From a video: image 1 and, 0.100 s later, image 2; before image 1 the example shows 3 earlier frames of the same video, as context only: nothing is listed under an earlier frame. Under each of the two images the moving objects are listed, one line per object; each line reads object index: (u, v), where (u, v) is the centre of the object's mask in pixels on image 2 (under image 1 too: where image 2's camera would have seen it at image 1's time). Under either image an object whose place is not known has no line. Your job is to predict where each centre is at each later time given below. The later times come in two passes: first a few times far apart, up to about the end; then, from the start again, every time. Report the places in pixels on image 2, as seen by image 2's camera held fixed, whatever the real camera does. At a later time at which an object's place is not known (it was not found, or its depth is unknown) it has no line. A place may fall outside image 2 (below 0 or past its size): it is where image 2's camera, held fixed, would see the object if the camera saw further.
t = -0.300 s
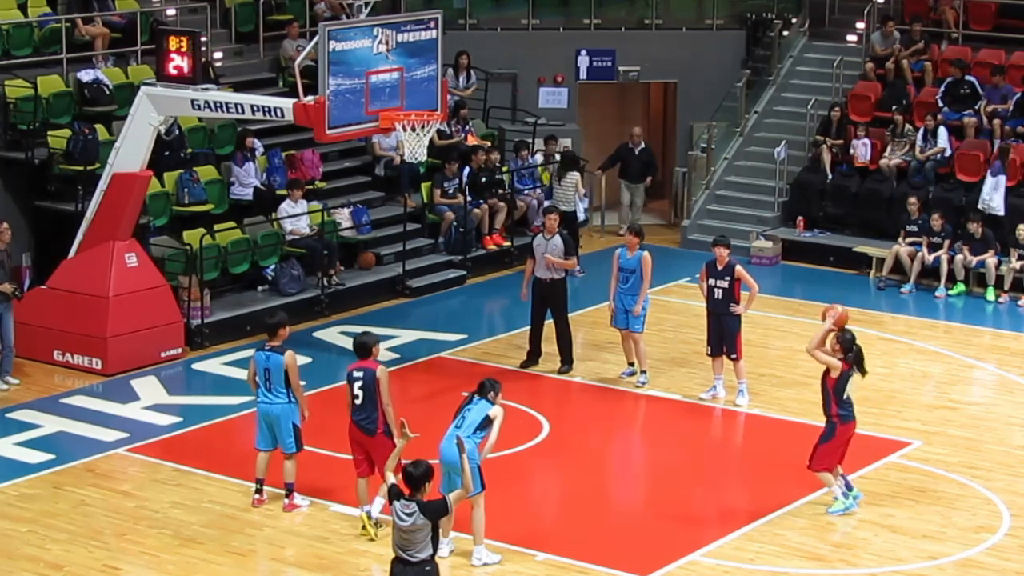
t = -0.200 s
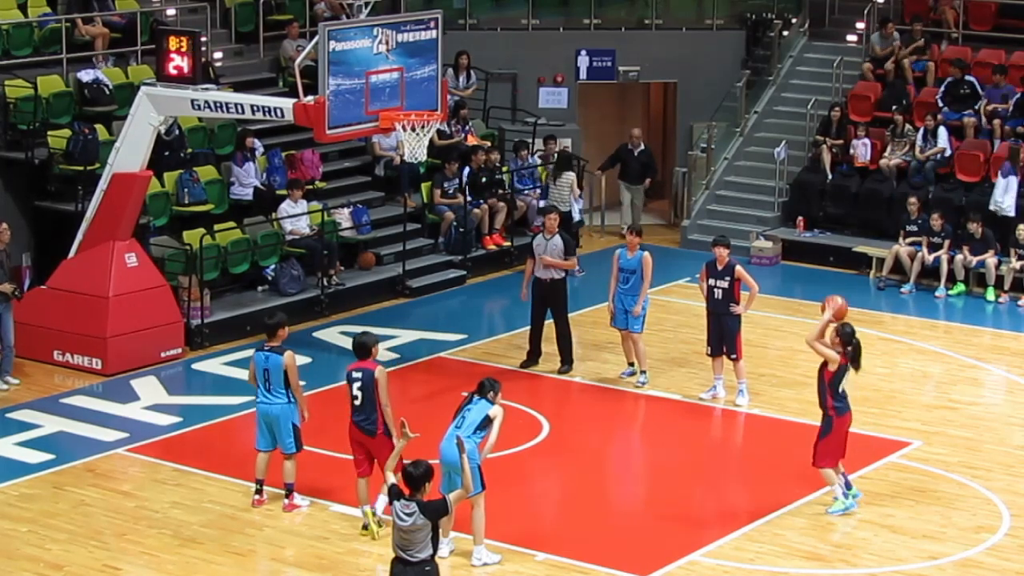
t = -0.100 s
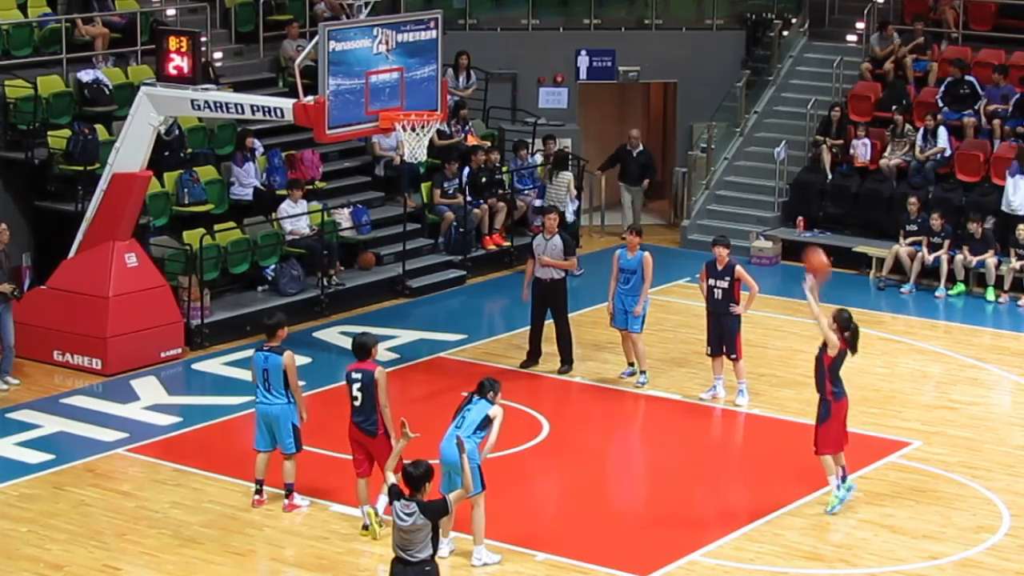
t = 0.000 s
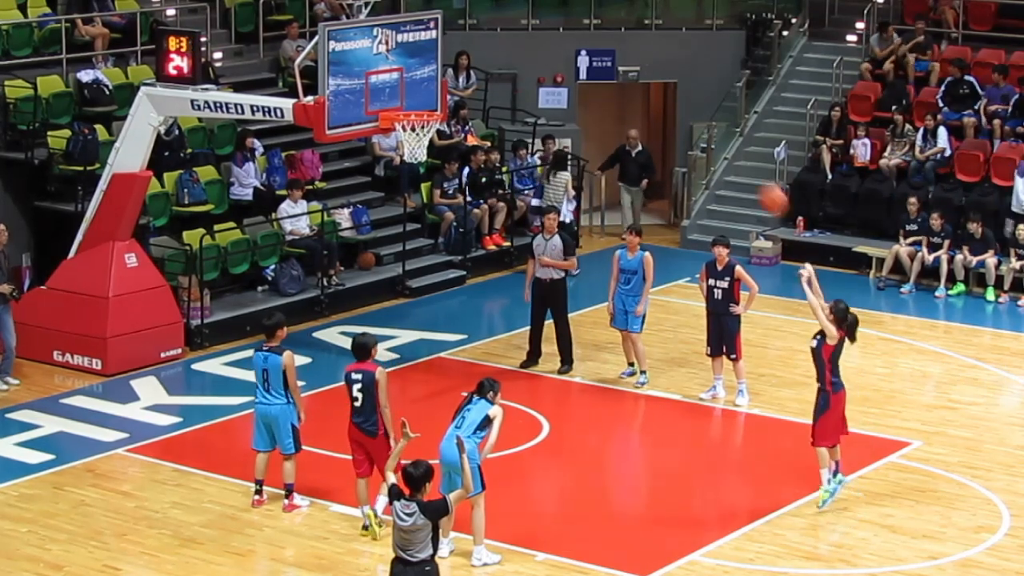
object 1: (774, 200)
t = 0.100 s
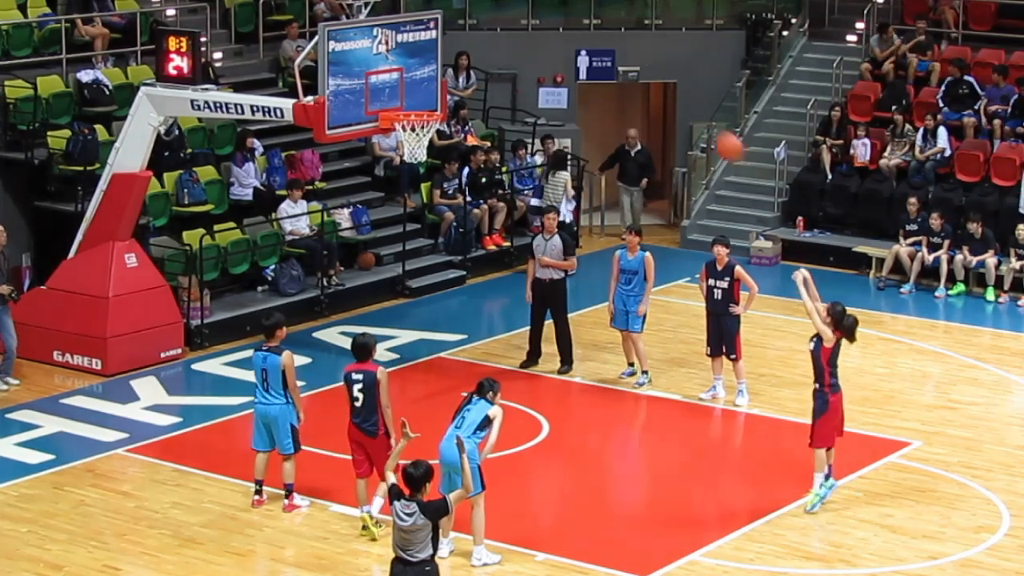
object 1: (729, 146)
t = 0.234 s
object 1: (671, 96)
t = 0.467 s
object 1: (572, 52)
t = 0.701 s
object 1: (481, 70)
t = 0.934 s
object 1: (396, 135)
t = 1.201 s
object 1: (421, 183)
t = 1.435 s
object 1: (446, 282)
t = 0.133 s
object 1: (715, 131)
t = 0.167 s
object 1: (699, 117)
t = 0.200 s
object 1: (685, 106)
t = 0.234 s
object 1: (671, 96)
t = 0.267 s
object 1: (657, 85)
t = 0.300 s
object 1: (642, 77)
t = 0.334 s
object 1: (628, 70)
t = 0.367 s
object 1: (614, 64)
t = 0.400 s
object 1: (600, 59)
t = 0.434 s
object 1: (586, 55)
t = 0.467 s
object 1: (572, 52)
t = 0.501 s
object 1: (559, 52)
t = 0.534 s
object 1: (545, 52)
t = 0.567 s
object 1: (532, 54)
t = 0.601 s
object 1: (519, 56)
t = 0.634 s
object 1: (506, 60)
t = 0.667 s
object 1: (493, 64)
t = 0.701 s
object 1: (481, 70)
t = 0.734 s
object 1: (467, 77)
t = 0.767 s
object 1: (455, 85)
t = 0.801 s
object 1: (441, 93)
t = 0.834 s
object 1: (428, 104)
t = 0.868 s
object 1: (418, 108)
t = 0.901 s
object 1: (412, 122)
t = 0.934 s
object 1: (396, 135)
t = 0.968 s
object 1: (398, 143)
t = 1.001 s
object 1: (401, 144)
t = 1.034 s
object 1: (403, 148)
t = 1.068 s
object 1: (406, 153)
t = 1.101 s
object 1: (409, 158)
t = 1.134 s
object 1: (414, 166)
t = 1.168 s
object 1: (417, 173)
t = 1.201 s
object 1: (421, 183)
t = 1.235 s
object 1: (424, 195)
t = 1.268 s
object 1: (428, 206)
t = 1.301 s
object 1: (431, 219)
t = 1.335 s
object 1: (435, 233)
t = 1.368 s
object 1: (439, 248)
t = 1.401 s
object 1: (441, 264)
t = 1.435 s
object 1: (446, 282)
